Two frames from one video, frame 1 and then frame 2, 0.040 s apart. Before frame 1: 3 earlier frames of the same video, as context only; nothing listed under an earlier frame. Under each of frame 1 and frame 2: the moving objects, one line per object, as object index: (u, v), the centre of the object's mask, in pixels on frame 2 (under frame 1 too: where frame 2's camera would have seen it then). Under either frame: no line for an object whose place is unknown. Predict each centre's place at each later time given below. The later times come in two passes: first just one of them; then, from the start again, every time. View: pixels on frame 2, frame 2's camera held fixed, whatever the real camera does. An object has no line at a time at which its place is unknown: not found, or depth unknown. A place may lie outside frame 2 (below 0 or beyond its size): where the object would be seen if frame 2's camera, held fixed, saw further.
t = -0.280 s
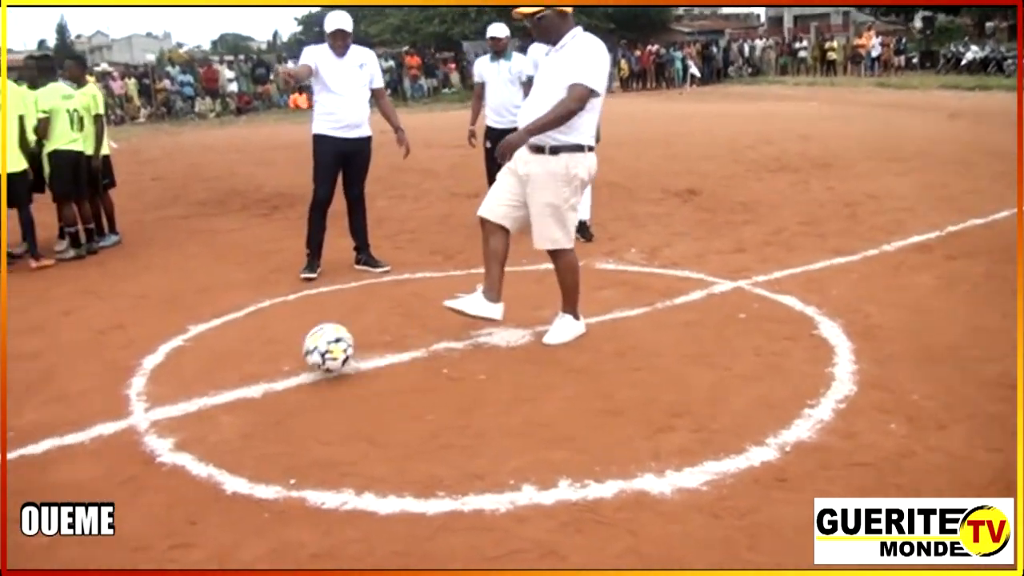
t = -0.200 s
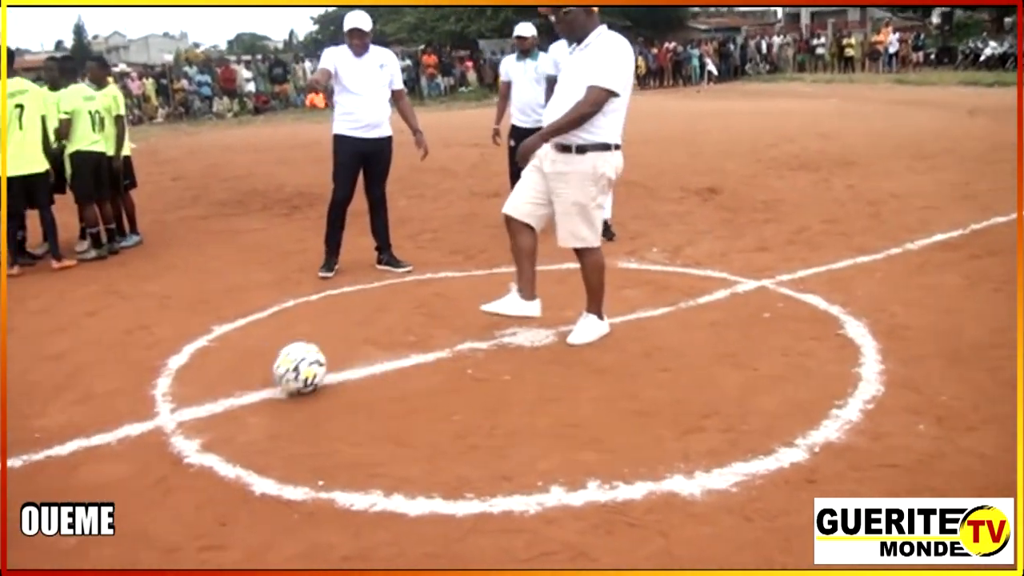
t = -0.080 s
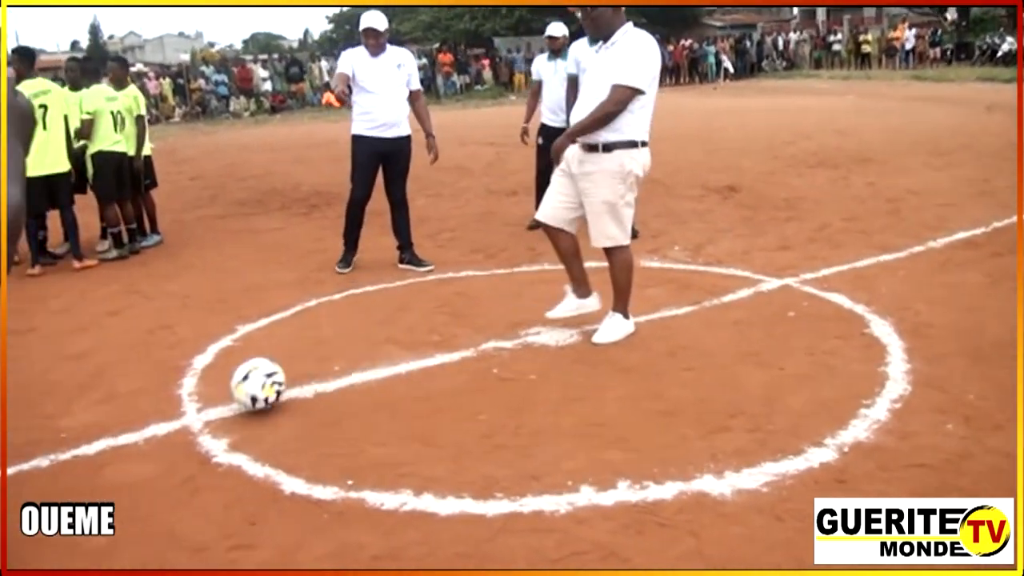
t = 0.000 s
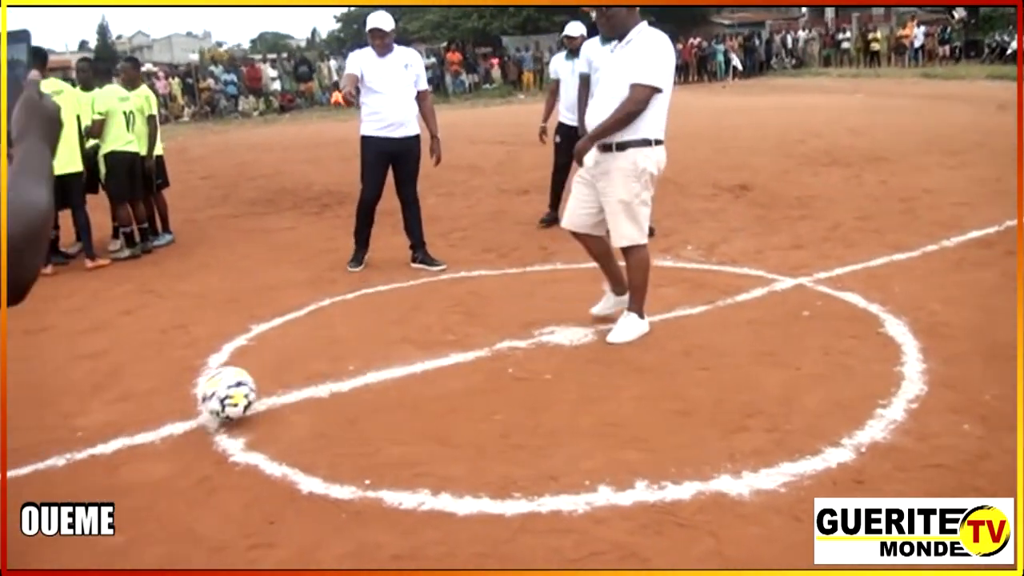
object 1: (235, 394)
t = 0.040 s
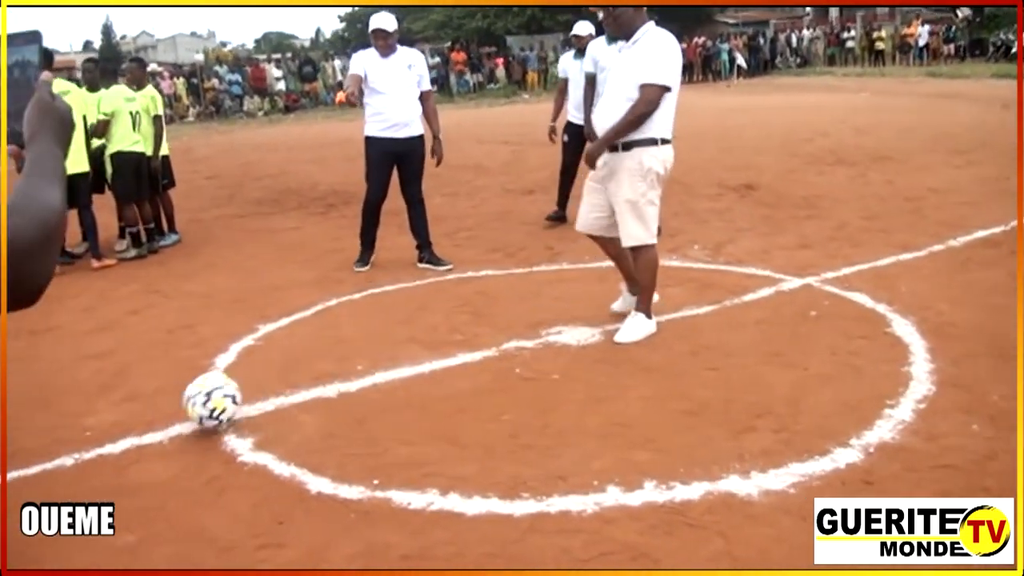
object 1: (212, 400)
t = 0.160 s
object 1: (137, 422)
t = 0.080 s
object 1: (188, 411)
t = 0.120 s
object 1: (162, 418)
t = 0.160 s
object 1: (137, 422)
